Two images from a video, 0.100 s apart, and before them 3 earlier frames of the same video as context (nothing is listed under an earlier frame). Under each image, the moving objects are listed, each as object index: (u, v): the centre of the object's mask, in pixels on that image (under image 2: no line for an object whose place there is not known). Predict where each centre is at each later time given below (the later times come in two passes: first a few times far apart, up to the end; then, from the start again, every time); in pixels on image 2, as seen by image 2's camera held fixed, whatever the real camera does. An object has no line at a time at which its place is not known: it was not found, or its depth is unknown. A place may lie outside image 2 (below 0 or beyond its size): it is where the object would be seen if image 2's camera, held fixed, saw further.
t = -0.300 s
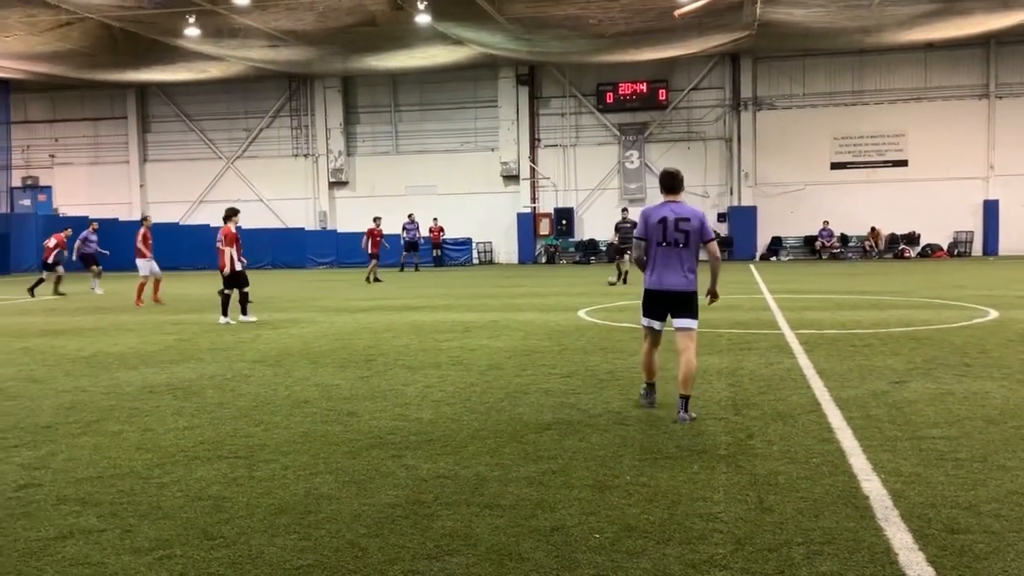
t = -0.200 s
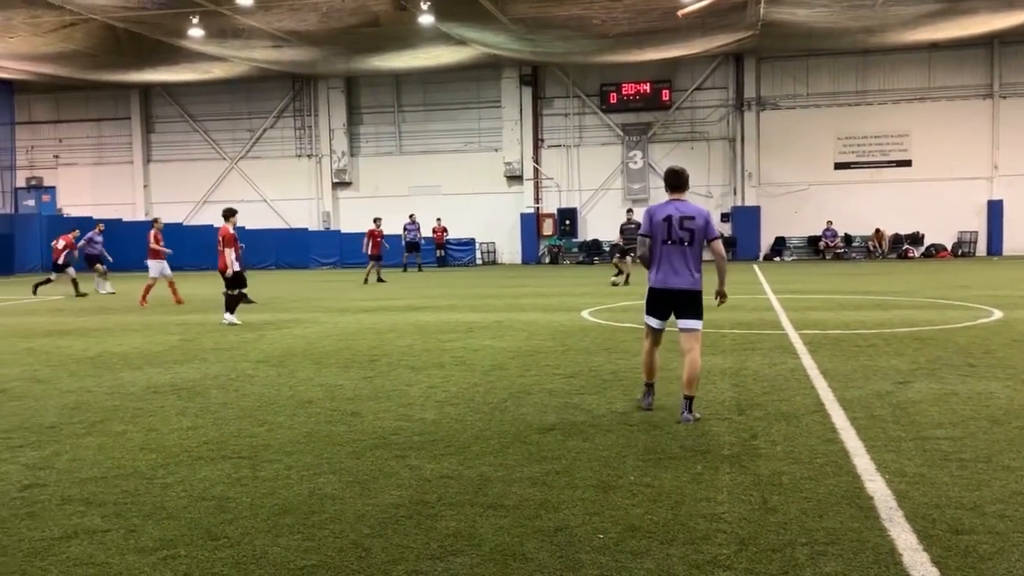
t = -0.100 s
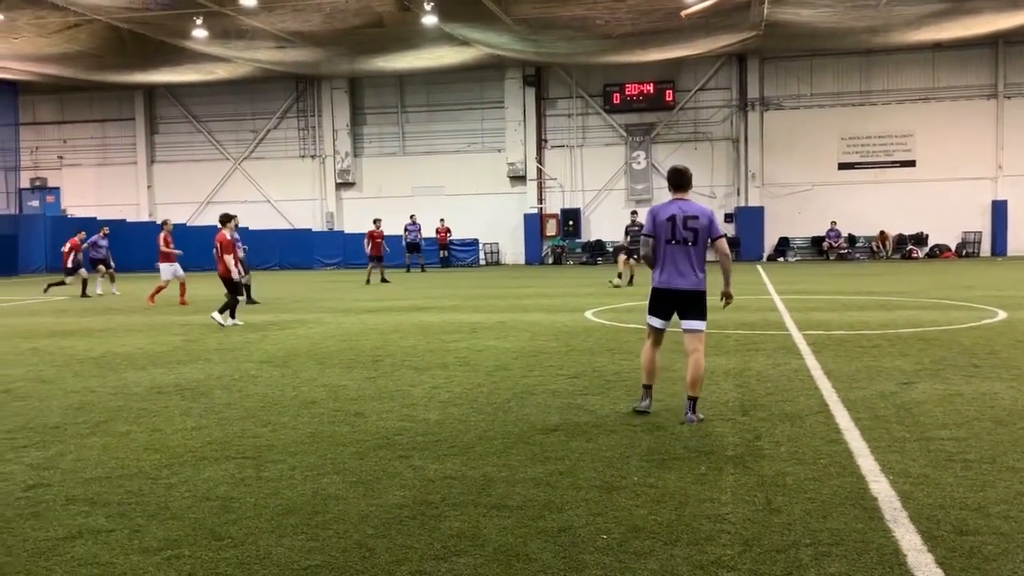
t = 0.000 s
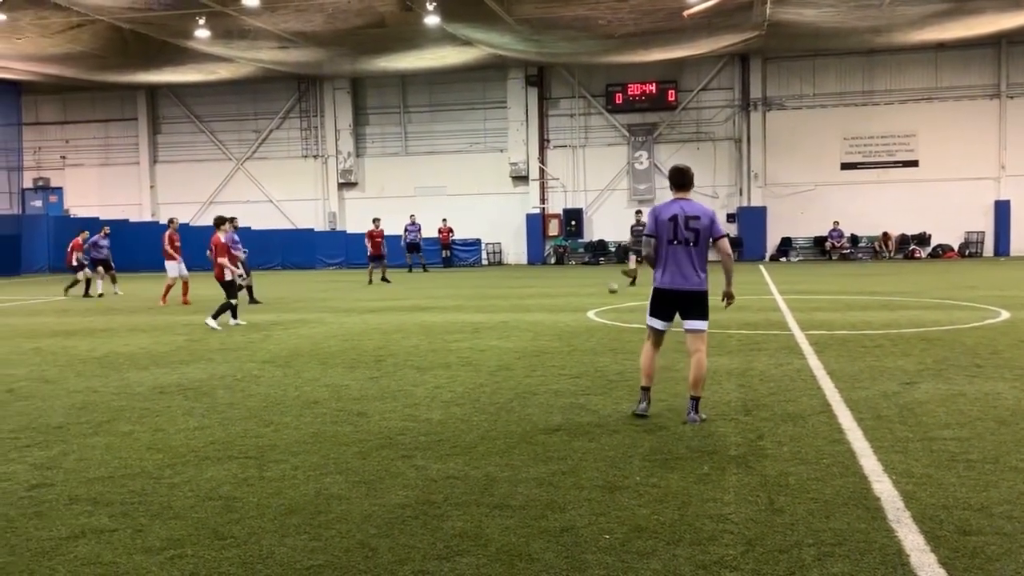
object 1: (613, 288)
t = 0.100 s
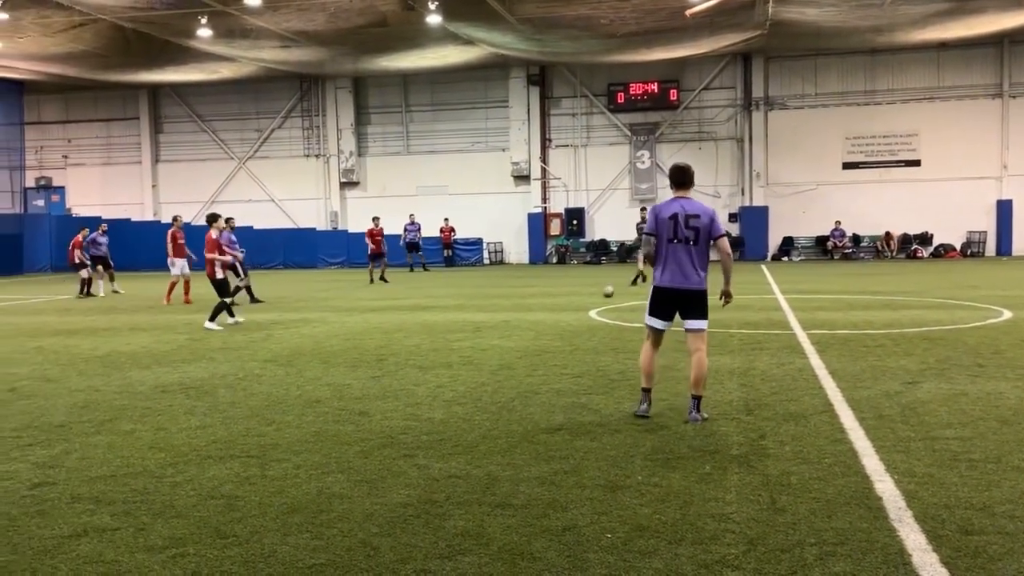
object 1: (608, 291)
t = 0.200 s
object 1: (601, 296)
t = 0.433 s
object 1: (586, 310)
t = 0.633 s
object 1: (571, 322)
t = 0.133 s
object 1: (606, 293)
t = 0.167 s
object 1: (603, 295)
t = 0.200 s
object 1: (601, 296)
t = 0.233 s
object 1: (599, 298)
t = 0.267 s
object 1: (597, 300)
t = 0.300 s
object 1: (595, 301)
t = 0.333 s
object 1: (593, 303)
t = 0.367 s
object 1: (590, 305)
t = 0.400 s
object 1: (588, 308)
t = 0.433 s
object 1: (586, 310)
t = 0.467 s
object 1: (583, 313)
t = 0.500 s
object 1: (581, 315)
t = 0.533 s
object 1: (578, 316)
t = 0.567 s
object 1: (576, 319)
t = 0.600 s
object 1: (573, 322)
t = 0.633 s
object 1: (571, 322)
